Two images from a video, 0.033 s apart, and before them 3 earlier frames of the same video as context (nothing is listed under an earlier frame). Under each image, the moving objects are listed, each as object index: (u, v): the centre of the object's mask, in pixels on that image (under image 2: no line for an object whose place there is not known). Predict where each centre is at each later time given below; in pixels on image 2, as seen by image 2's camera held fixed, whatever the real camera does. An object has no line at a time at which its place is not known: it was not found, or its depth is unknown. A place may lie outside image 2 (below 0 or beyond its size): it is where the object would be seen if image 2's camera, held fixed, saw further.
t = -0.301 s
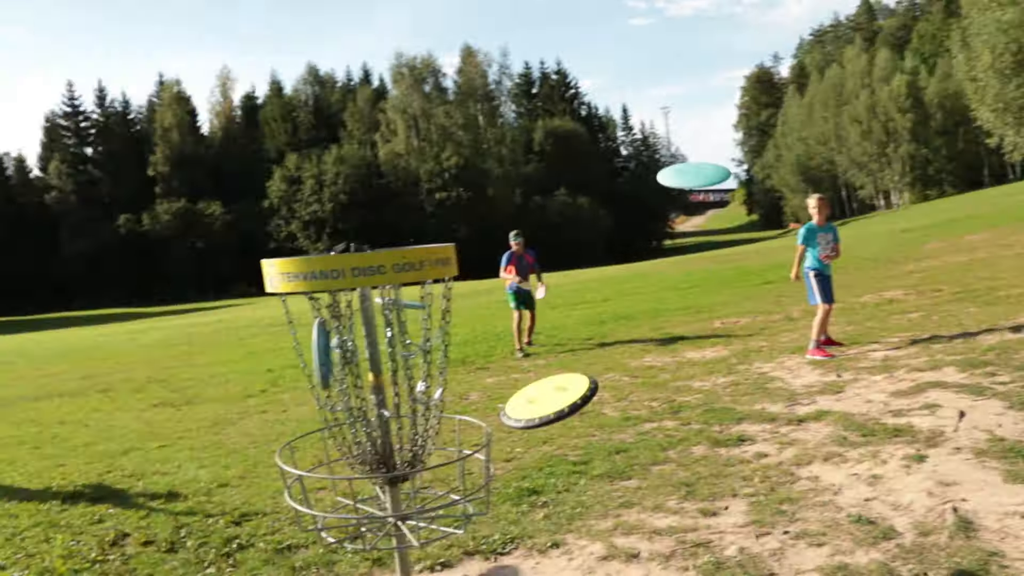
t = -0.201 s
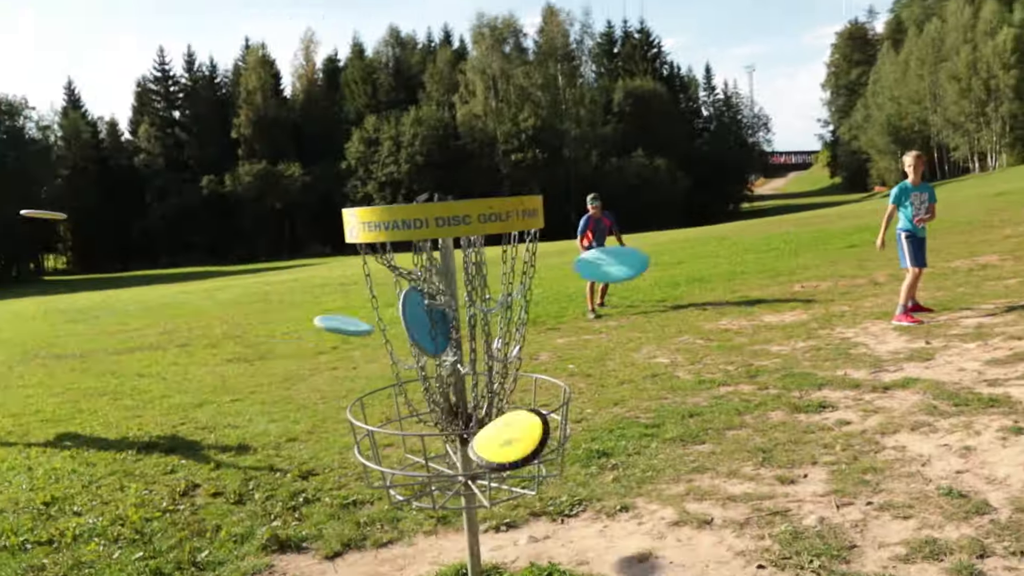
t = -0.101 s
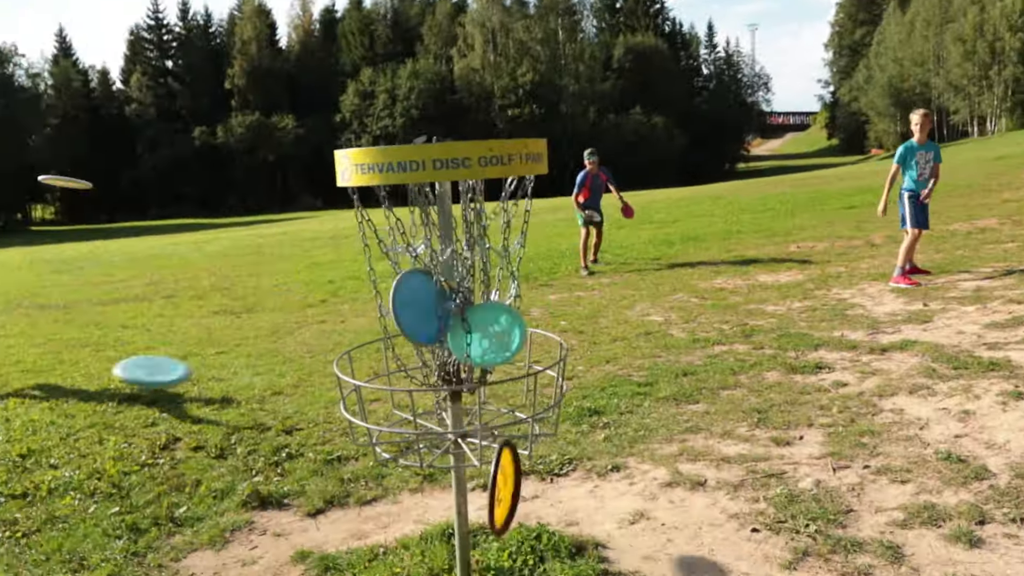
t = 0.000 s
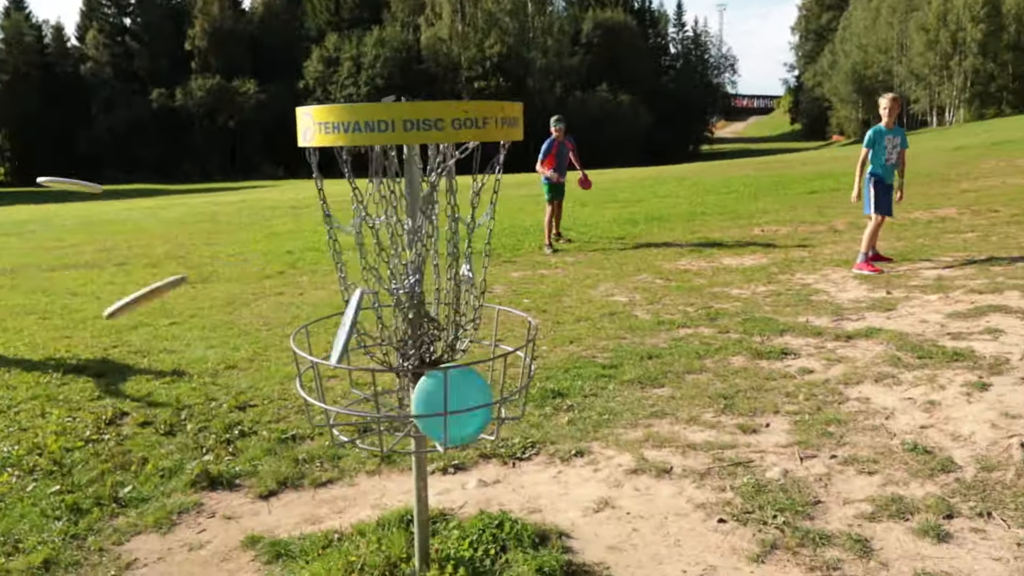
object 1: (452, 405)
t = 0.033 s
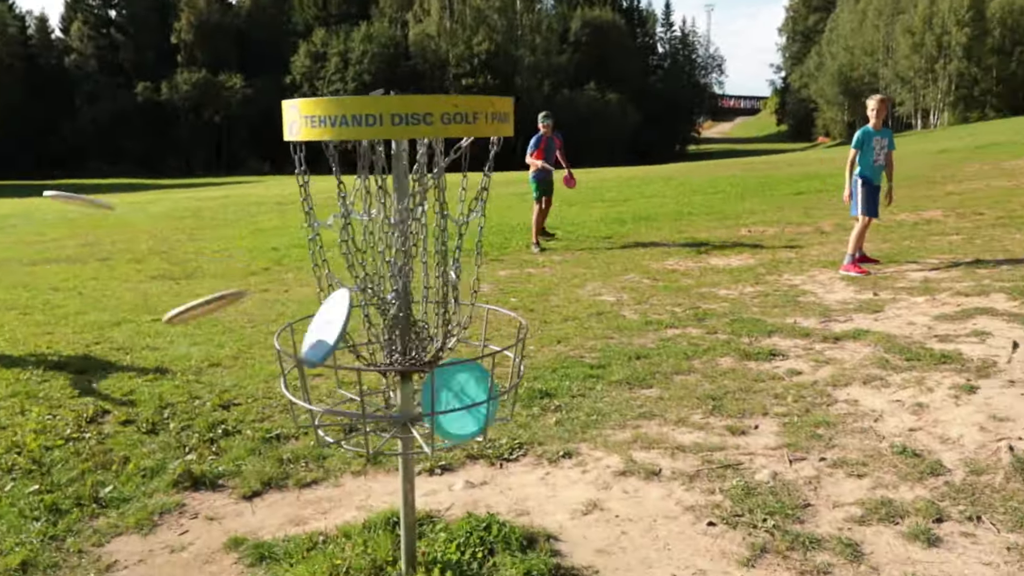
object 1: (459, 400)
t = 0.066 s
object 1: (478, 397)
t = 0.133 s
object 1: (481, 397)
